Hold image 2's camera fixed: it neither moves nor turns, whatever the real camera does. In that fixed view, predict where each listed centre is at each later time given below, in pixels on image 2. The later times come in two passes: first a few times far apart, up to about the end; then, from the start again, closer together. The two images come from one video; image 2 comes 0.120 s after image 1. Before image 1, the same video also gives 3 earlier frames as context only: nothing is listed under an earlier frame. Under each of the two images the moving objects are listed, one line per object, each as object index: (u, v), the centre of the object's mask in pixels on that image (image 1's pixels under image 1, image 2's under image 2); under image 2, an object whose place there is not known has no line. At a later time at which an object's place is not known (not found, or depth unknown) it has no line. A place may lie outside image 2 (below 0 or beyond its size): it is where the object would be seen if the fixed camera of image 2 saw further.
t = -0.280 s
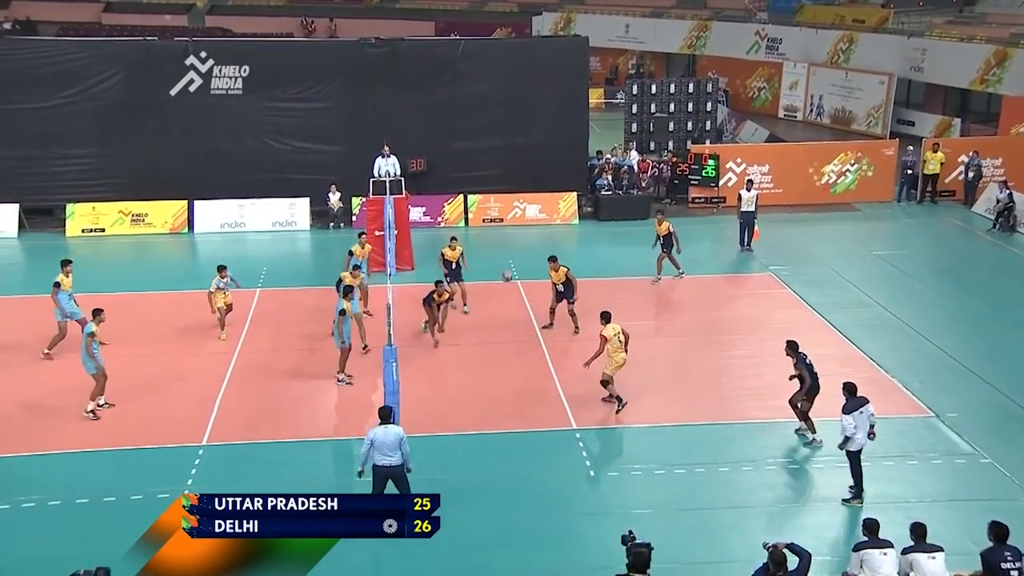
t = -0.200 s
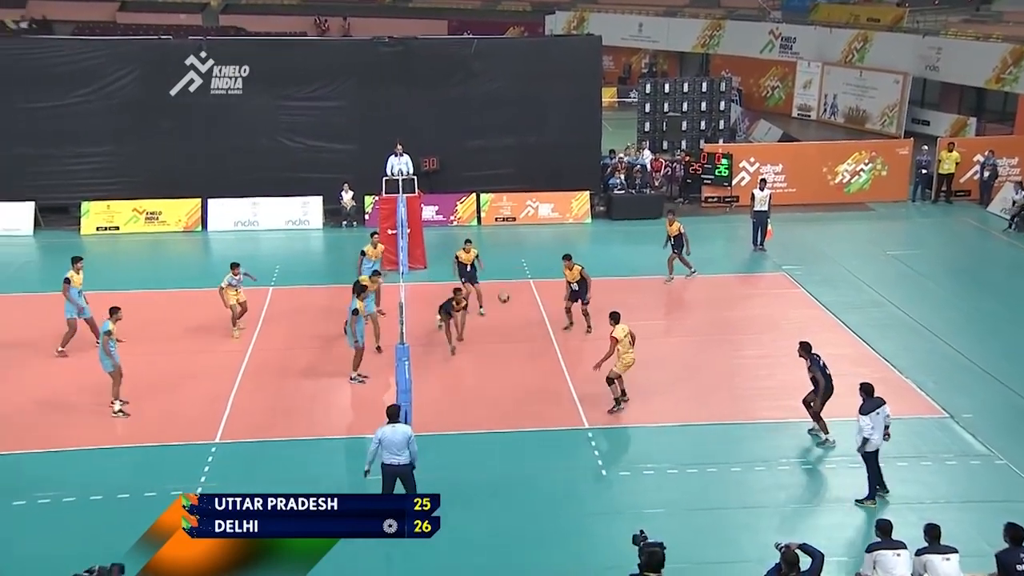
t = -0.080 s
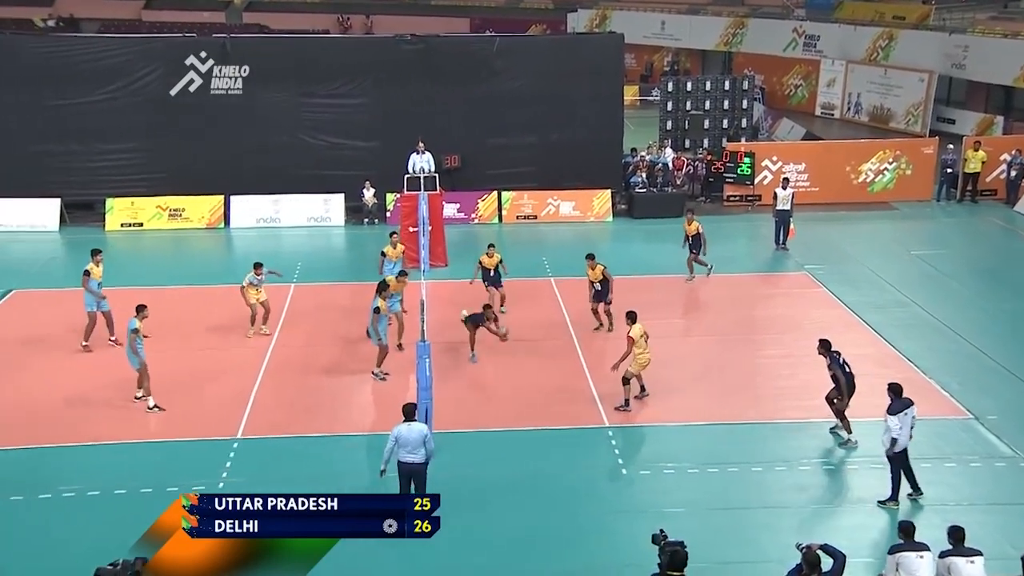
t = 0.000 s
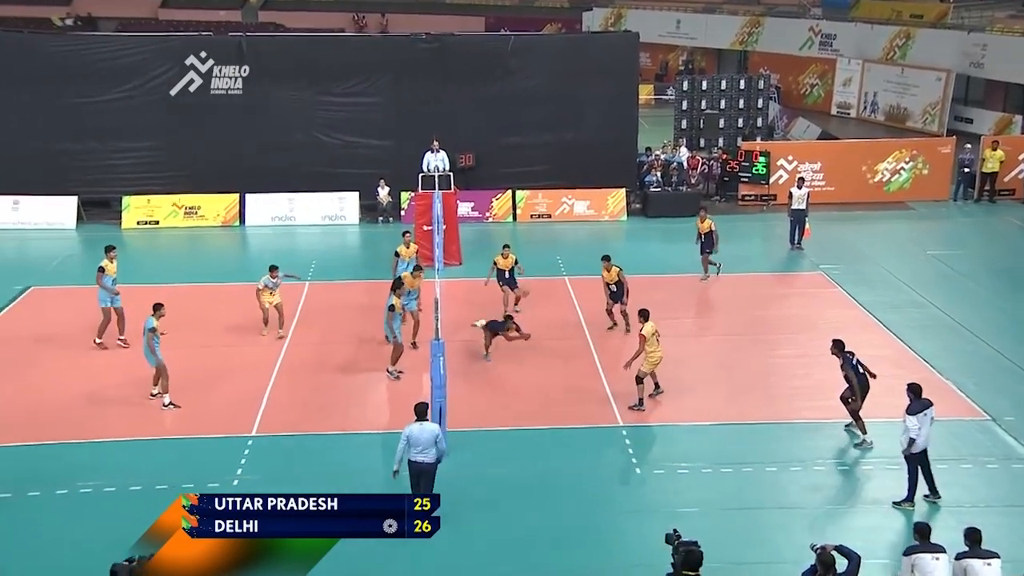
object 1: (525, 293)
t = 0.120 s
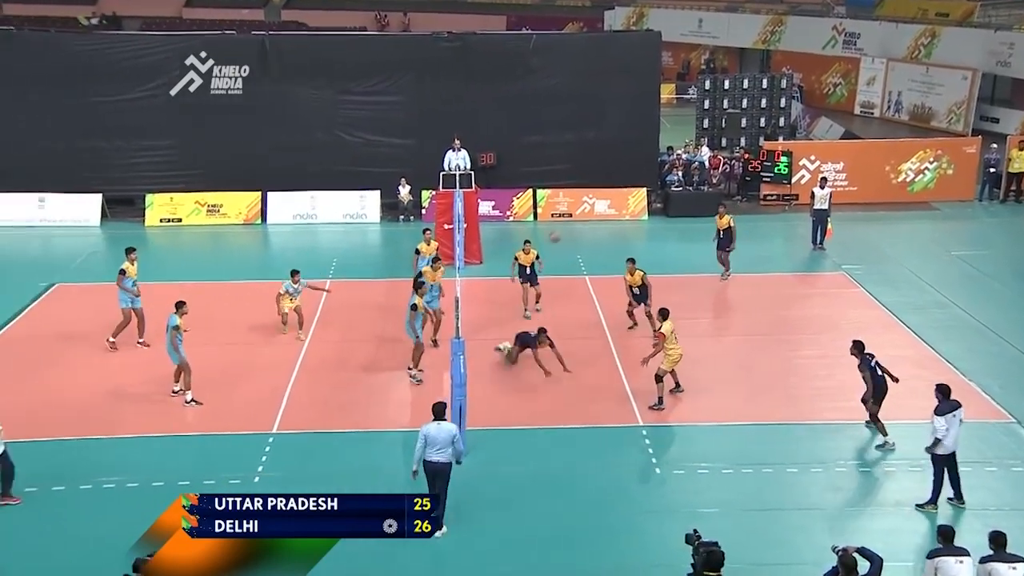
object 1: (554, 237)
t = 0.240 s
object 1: (565, 190)
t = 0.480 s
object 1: (583, 118)
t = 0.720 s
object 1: (600, 77)
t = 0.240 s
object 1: (565, 190)
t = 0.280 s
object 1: (568, 175)
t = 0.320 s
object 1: (571, 162)
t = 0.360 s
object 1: (574, 150)
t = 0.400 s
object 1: (577, 138)
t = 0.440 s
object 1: (580, 127)
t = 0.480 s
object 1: (583, 118)
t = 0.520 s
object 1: (586, 109)
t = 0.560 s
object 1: (589, 100)
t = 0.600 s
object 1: (591, 93)
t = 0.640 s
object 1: (594, 87)
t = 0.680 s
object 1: (597, 82)
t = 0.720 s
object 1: (600, 77)
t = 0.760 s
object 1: (602, 74)
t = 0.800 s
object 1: (605, 71)
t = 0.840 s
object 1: (608, 69)
